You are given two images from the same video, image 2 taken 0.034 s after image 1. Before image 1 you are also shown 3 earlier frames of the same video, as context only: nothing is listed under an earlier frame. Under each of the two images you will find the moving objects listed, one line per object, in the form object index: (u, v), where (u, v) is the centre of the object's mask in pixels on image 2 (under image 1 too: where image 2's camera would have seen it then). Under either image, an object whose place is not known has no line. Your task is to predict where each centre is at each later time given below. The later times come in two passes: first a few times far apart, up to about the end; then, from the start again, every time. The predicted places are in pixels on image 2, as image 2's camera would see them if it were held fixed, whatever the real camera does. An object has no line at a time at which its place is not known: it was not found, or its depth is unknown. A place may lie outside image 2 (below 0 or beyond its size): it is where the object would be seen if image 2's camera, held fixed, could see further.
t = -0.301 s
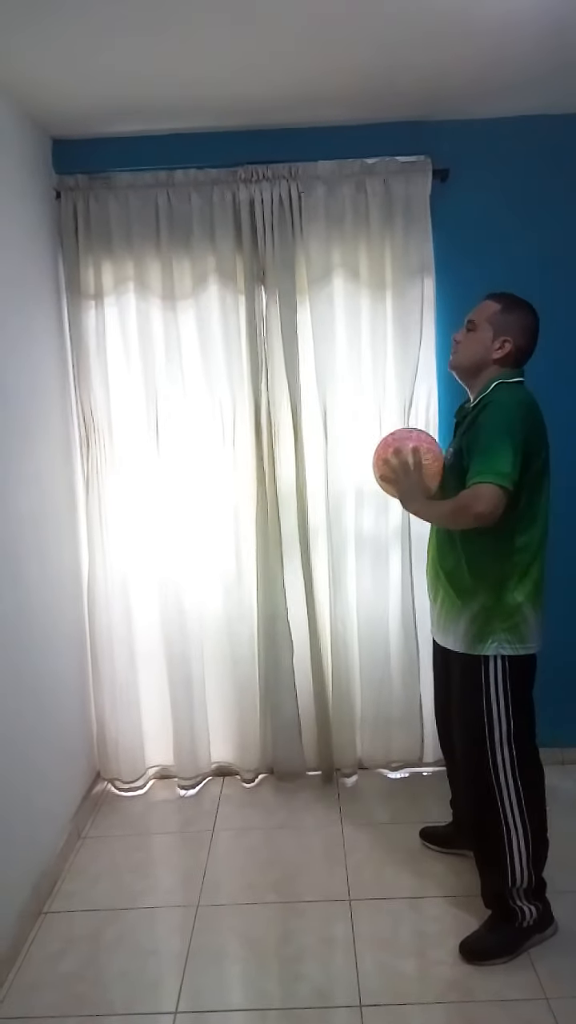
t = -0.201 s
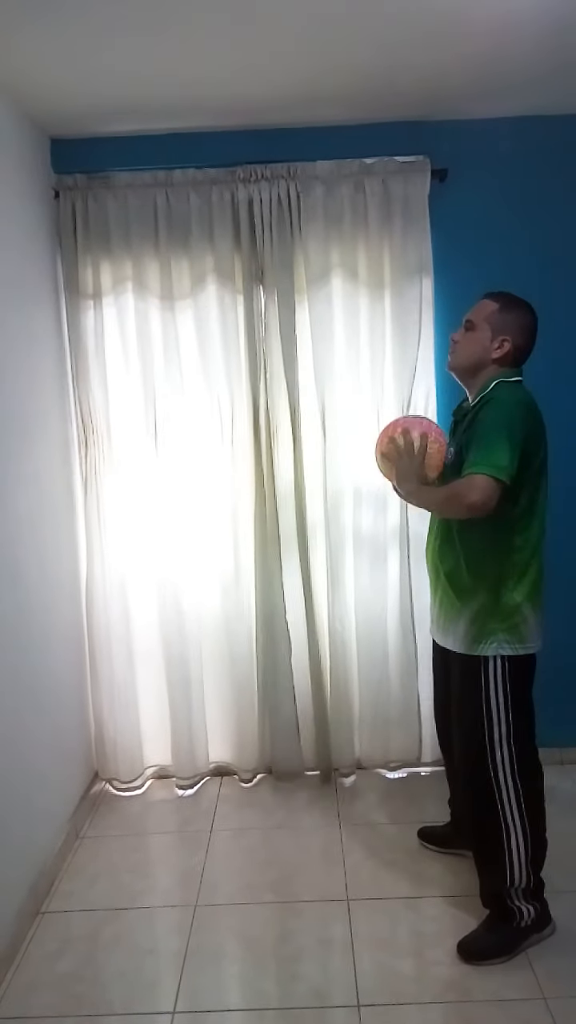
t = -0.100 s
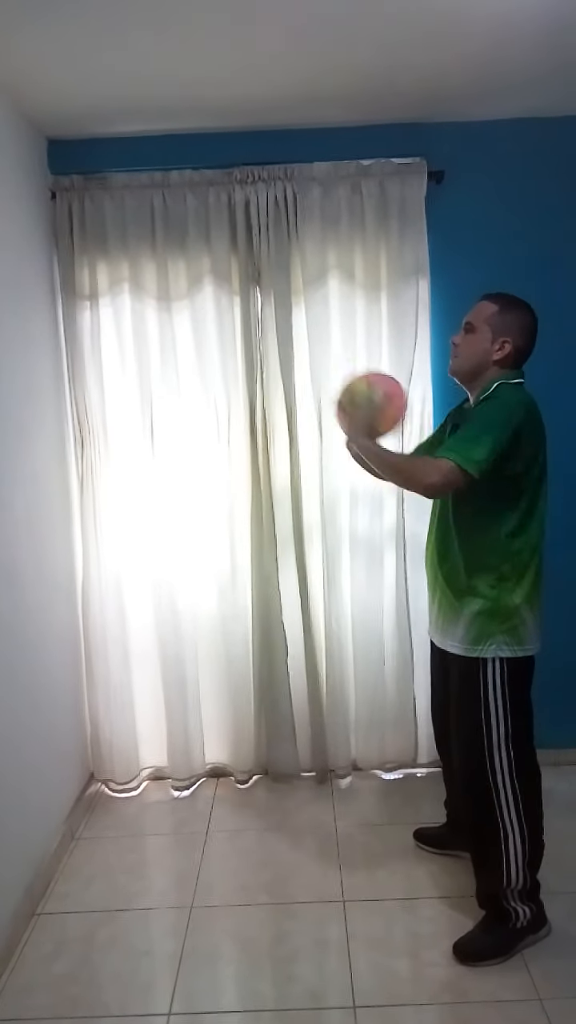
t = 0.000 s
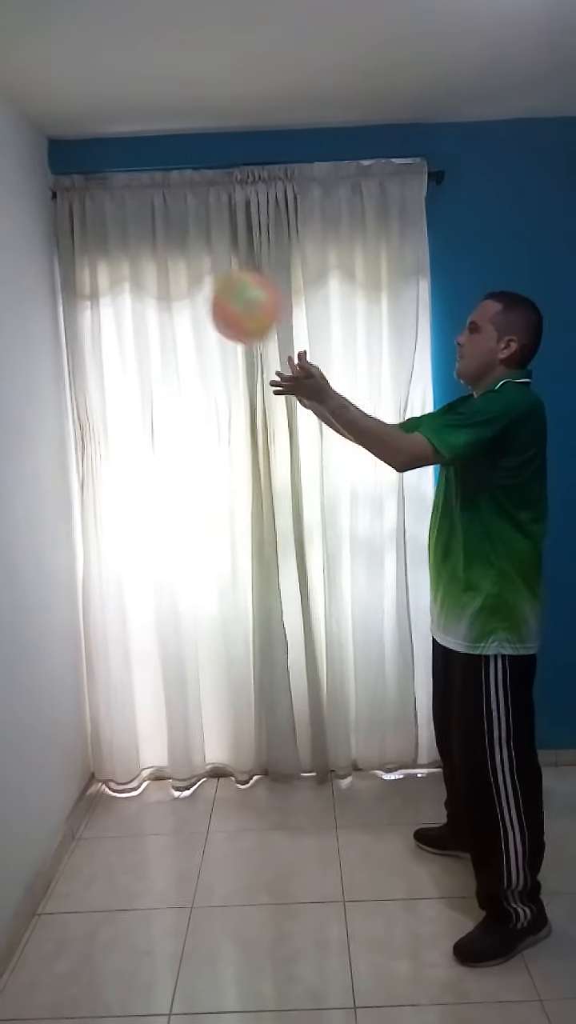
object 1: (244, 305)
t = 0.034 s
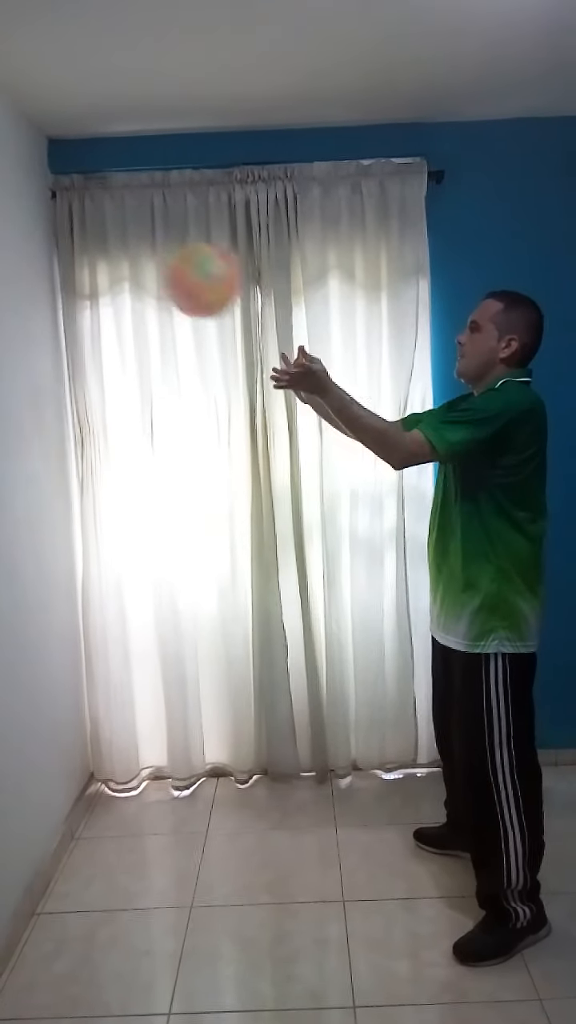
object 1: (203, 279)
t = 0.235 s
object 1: (33, 223)
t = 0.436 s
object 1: (230, 282)
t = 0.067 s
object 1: (160, 258)
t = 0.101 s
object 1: (118, 242)
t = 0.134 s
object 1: (79, 231)
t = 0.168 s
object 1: (40, 226)
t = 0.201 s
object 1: (19, 224)
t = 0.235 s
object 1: (33, 223)
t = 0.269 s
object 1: (66, 224)
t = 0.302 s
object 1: (96, 228)
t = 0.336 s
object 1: (131, 235)
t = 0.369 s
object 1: (163, 247)
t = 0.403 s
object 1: (196, 263)
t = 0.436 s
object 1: (230, 282)
